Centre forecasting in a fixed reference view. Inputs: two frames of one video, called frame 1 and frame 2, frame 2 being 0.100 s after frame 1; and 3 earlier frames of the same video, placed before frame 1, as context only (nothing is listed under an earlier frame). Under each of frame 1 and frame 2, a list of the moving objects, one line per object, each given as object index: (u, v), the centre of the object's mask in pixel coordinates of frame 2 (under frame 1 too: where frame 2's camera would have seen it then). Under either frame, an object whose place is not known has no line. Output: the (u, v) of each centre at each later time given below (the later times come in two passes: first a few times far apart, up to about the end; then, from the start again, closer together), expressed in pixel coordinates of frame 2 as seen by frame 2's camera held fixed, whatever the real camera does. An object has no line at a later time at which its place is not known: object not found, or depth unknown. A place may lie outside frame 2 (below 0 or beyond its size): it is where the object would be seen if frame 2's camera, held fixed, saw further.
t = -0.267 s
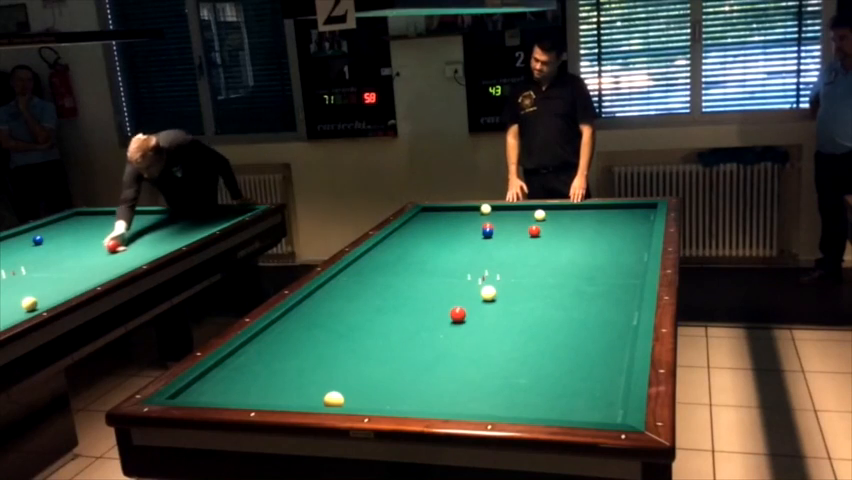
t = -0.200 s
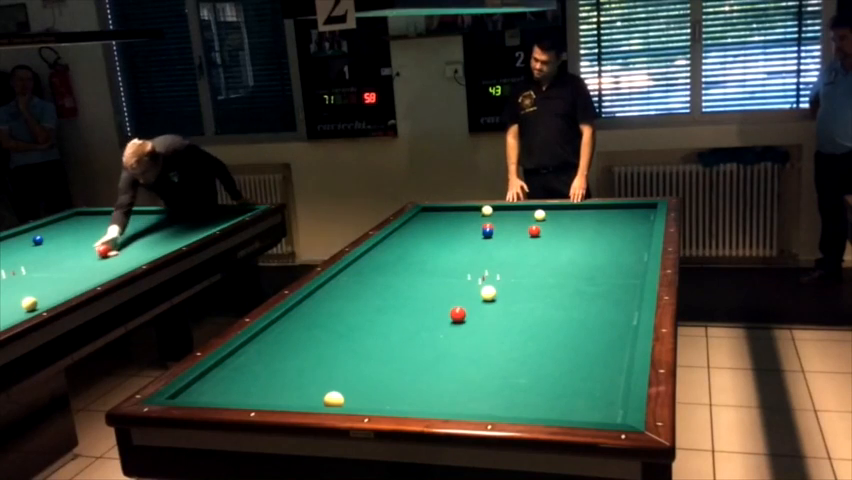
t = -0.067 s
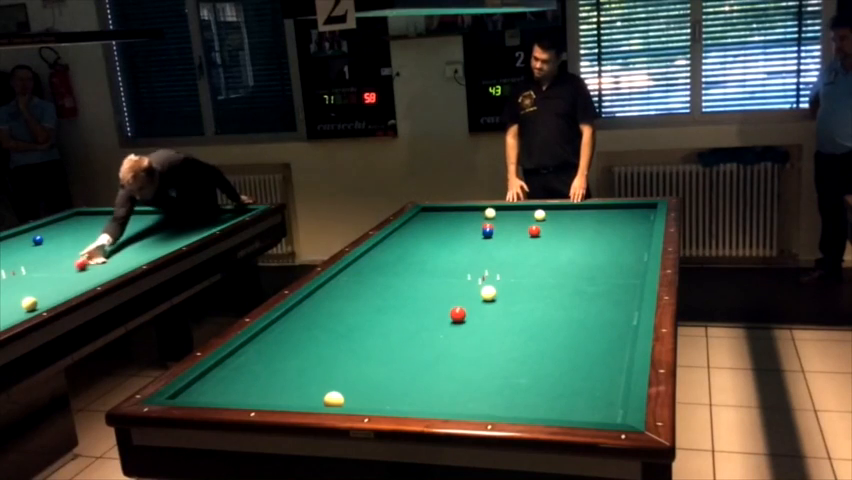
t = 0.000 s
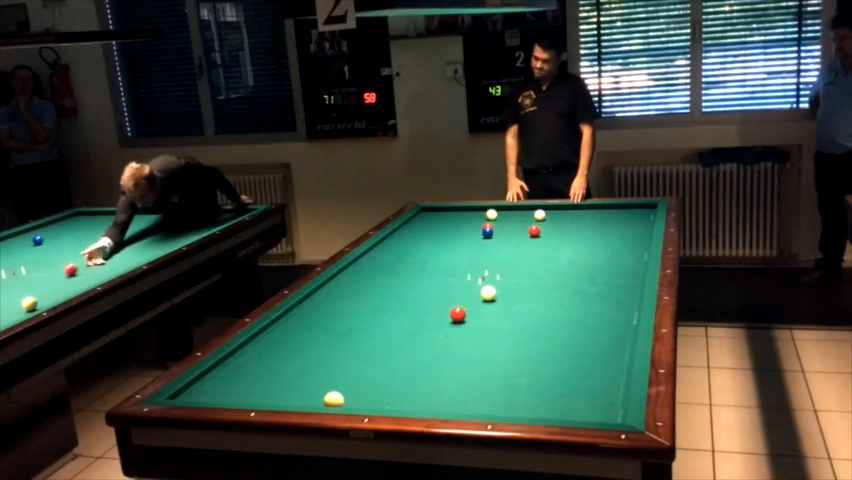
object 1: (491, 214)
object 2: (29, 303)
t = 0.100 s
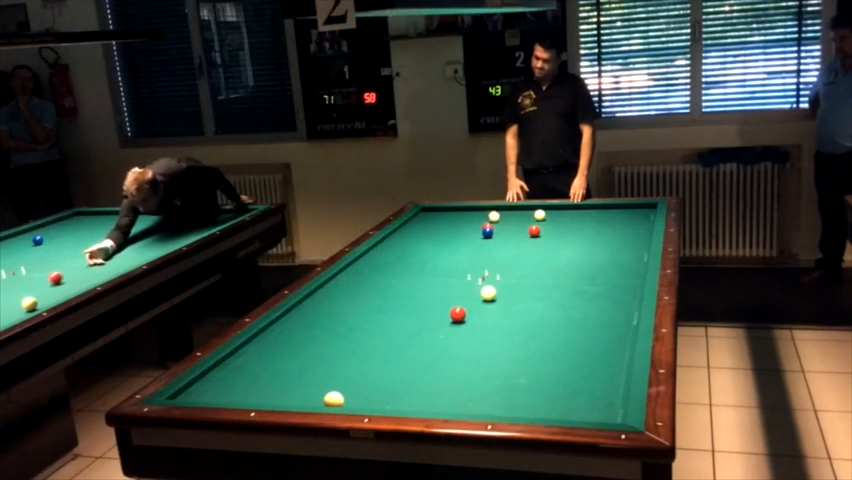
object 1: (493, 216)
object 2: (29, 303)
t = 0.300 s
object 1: (498, 220)
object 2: (29, 304)
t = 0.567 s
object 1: (505, 226)
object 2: (29, 303)
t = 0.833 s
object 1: (512, 233)
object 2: (29, 303)
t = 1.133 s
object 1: (520, 239)
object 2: (29, 303)
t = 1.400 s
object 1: (528, 246)
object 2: (29, 303)
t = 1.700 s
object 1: (537, 254)
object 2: (29, 303)
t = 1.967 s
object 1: (546, 261)
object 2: (29, 303)
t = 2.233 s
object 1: (554, 268)
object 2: (27, 303)
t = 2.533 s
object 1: (565, 277)
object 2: (22, 302)
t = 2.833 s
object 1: (576, 286)
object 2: (16, 301)
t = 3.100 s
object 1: (586, 294)
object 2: (12, 300)
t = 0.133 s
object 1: (494, 217)
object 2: (29, 303)
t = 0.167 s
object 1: (495, 218)
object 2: (29, 303)
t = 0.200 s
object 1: (496, 218)
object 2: (29, 303)
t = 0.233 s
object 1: (497, 219)
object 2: (29, 303)
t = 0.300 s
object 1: (498, 220)
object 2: (29, 304)
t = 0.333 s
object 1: (499, 221)
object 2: (29, 304)
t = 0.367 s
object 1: (500, 222)
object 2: (29, 303)
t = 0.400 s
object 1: (501, 223)
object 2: (29, 303)
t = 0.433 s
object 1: (502, 224)
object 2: (29, 303)
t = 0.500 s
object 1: (503, 225)
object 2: (29, 303)
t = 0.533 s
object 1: (504, 226)
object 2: (29, 303)
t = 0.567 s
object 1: (505, 226)
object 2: (29, 303)
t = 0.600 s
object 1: (506, 227)
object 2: (29, 303)
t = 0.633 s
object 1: (507, 228)
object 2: (29, 303)
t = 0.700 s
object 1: (508, 229)
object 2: (29, 303)
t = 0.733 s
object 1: (509, 230)
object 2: (29, 303)
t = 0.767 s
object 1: (510, 231)
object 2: (29, 303)
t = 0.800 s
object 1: (511, 232)
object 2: (29, 303)
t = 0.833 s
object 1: (512, 233)
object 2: (29, 303)
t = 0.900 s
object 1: (514, 234)
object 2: (29, 303)
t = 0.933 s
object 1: (515, 235)
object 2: (29, 303)
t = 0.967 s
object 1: (515, 235)
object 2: (29, 303)
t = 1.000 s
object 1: (516, 236)
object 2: (29, 303)
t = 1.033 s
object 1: (518, 237)
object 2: (29, 303)
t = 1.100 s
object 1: (519, 239)
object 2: (29, 303)
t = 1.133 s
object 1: (520, 239)
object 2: (29, 303)
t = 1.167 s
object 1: (521, 240)
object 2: (29, 303)
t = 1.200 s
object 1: (522, 241)
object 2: (29, 303)
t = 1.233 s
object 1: (523, 242)
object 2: (29, 303)
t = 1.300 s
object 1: (525, 243)
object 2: (29, 303)
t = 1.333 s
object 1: (526, 244)
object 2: (29, 303)
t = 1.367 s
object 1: (527, 245)
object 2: (29, 303)
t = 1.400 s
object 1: (528, 246)
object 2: (29, 303)
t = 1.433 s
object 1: (529, 247)
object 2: (29, 303)
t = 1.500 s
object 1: (531, 248)
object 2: (29, 303)
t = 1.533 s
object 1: (532, 249)
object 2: (29, 303)
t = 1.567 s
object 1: (533, 250)
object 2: (29, 303)
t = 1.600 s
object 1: (534, 251)
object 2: (29, 303)
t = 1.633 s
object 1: (535, 252)
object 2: (29, 303)
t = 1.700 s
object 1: (537, 254)
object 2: (29, 303)
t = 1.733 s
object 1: (538, 254)
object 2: (29, 303)
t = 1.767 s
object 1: (540, 255)
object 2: (29, 303)
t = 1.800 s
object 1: (541, 256)
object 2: (29, 303)
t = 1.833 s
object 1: (542, 257)
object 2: (29, 303)
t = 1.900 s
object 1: (544, 259)
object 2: (29, 303)
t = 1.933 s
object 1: (544, 260)
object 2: (29, 303)
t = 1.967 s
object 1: (546, 261)
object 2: (29, 303)
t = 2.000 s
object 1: (547, 262)
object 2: (29, 303)
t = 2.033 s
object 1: (548, 262)
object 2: (29, 302)
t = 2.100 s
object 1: (550, 264)
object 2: (28, 301)
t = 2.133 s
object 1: (551, 265)
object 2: (28, 303)
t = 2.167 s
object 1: (552, 266)
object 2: (28, 303)
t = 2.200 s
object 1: (553, 267)
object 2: (29, 303)
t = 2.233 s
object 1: (554, 268)
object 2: (27, 303)
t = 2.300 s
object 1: (557, 270)
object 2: (26, 303)
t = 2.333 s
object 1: (558, 271)
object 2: (26, 303)
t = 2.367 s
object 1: (559, 272)
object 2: (25, 303)
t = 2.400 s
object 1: (561, 273)
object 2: (24, 303)
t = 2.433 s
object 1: (562, 274)
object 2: (24, 303)
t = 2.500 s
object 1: (564, 276)
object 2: (23, 302)
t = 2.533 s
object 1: (565, 277)
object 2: (22, 302)
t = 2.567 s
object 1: (567, 278)
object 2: (21, 302)
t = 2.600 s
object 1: (568, 279)
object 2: (21, 302)
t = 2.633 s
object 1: (568, 280)
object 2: (20, 302)
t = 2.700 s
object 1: (571, 282)
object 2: (19, 302)
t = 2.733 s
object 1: (573, 283)
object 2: (18, 301)
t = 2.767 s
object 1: (574, 284)
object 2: (18, 301)
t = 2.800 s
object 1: (575, 285)
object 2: (17, 301)
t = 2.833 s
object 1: (576, 286)
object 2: (16, 301)
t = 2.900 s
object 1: (579, 288)
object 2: (15, 301)
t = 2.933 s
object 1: (580, 289)
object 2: (15, 301)
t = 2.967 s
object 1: (581, 289)
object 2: (14, 301)
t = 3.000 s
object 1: (582, 290)
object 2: (14, 301)
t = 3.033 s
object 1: (584, 291)
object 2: (13, 300)
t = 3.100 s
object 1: (586, 294)
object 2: (12, 300)
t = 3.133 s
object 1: (588, 295)
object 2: (12, 300)
